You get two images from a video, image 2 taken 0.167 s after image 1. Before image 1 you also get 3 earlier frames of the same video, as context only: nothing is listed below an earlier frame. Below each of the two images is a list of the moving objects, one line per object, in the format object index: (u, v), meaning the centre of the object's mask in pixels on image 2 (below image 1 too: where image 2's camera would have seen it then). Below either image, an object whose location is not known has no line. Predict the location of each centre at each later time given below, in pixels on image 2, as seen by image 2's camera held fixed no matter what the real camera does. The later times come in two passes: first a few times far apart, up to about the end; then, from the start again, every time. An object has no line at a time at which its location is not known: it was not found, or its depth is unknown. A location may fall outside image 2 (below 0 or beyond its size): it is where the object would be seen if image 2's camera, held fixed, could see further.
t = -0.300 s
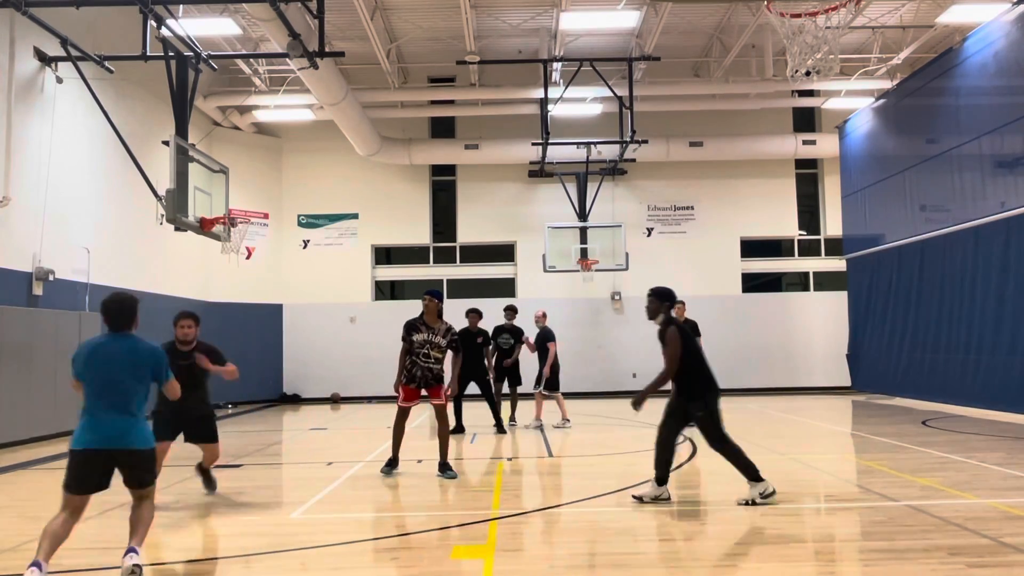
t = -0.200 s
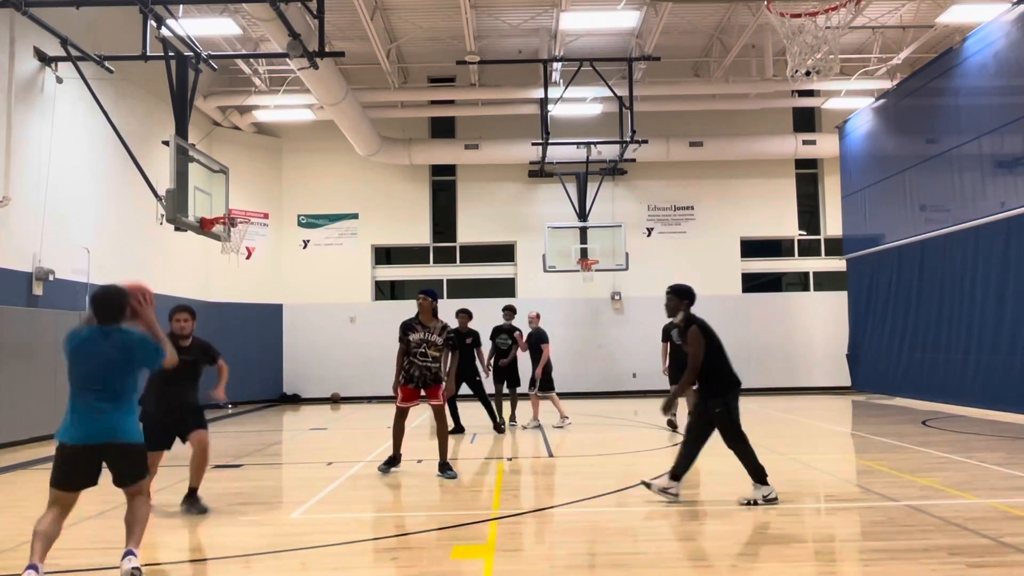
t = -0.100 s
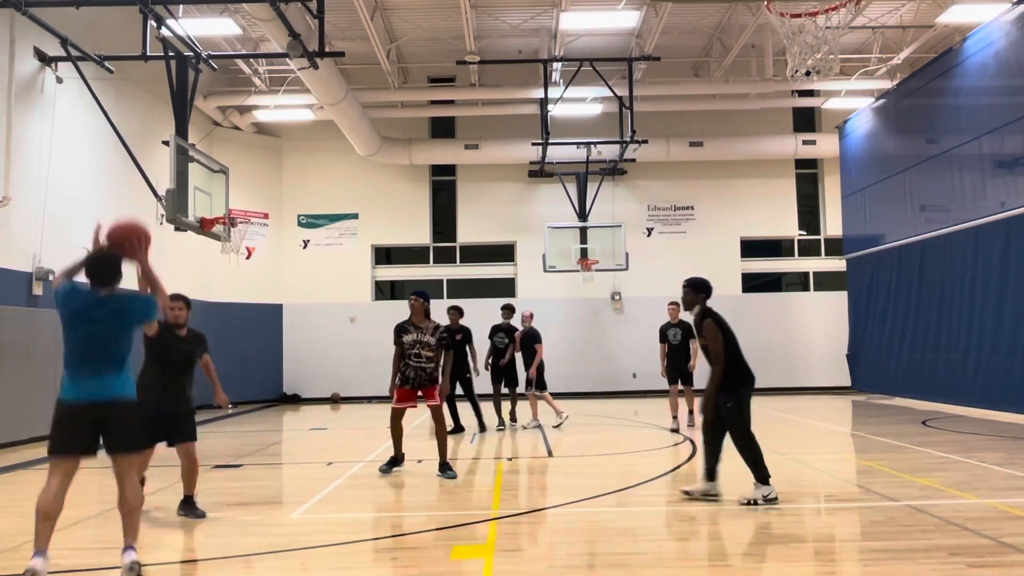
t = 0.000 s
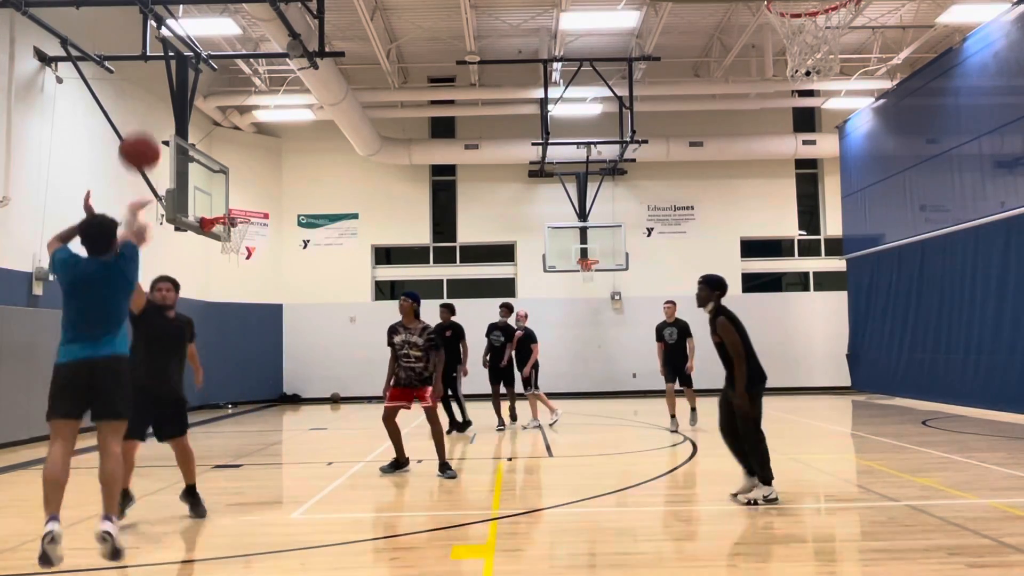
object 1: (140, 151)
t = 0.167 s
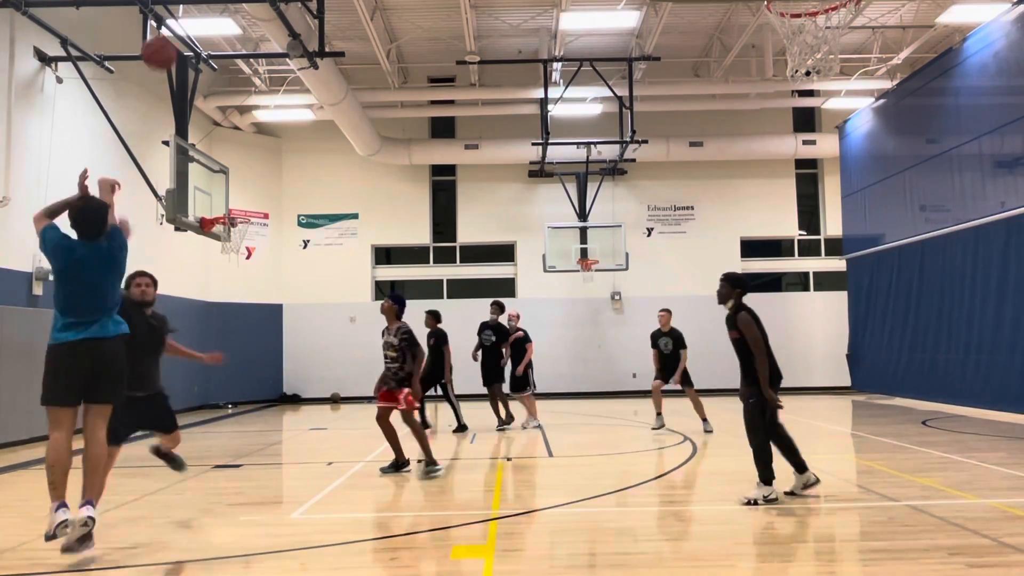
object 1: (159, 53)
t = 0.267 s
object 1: (168, 22)
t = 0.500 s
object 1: (186, 7)
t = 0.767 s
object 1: (199, 45)
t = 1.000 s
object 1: (207, 117)
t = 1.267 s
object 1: (204, 201)
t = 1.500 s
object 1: (229, 165)
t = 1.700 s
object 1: (255, 165)
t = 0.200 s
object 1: (162, 41)
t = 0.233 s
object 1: (165, 30)
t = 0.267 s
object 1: (168, 22)
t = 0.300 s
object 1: (170, 14)
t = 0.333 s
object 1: (173, 10)
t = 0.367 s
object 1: (177, 8)
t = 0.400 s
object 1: (179, 8)
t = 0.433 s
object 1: (182, 7)
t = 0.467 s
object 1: (184, 7)
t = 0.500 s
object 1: (186, 7)
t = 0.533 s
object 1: (188, 8)
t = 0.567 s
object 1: (189, 9)
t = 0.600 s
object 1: (191, 11)
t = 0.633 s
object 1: (192, 16)
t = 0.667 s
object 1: (195, 23)
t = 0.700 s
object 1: (196, 30)
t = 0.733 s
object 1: (198, 39)
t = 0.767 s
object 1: (199, 45)
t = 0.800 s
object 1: (200, 53)
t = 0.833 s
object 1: (201, 63)
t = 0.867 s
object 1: (202, 72)
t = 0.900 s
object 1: (204, 83)
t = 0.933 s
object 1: (205, 94)
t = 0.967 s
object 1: (206, 105)
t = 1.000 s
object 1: (207, 117)
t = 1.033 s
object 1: (208, 129)
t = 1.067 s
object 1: (209, 142)
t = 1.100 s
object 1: (210, 155)
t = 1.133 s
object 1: (211, 170)
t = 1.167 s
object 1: (211, 184)
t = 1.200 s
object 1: (212, 198)
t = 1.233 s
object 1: (212, 210)
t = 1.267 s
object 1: (204, 201)
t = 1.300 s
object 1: (204, 193)
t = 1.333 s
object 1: (208, 186)
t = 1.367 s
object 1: (212, 180)
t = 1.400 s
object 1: (216, 176)
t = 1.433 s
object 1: (221, 171)
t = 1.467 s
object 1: (225, 167)
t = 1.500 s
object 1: (229, 165)
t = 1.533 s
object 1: (233, 162)
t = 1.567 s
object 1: (237, 161)
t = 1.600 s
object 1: (242, 161)
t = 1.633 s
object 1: (246, 161)
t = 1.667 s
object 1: (250, 163)
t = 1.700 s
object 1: (255, 165)
